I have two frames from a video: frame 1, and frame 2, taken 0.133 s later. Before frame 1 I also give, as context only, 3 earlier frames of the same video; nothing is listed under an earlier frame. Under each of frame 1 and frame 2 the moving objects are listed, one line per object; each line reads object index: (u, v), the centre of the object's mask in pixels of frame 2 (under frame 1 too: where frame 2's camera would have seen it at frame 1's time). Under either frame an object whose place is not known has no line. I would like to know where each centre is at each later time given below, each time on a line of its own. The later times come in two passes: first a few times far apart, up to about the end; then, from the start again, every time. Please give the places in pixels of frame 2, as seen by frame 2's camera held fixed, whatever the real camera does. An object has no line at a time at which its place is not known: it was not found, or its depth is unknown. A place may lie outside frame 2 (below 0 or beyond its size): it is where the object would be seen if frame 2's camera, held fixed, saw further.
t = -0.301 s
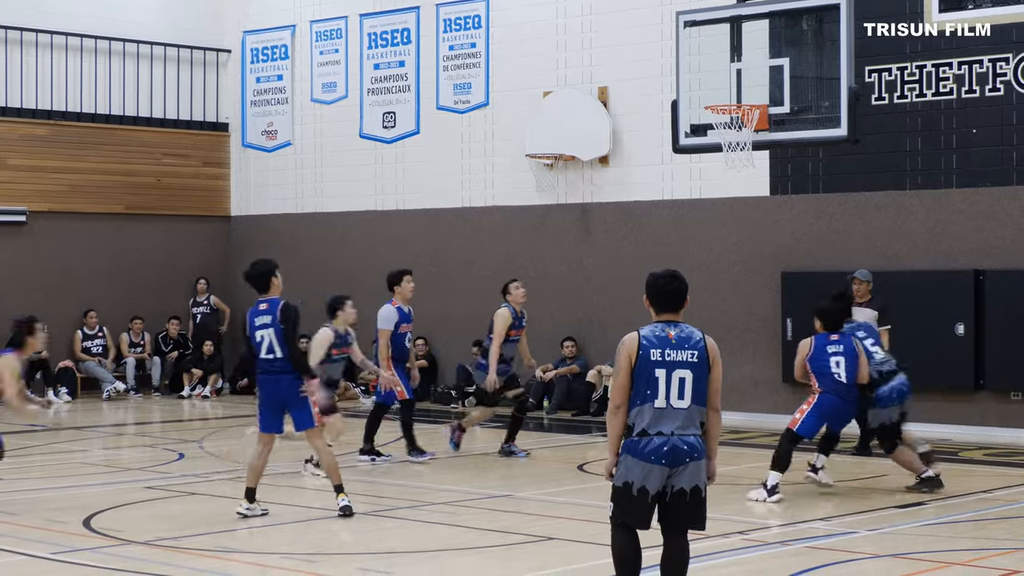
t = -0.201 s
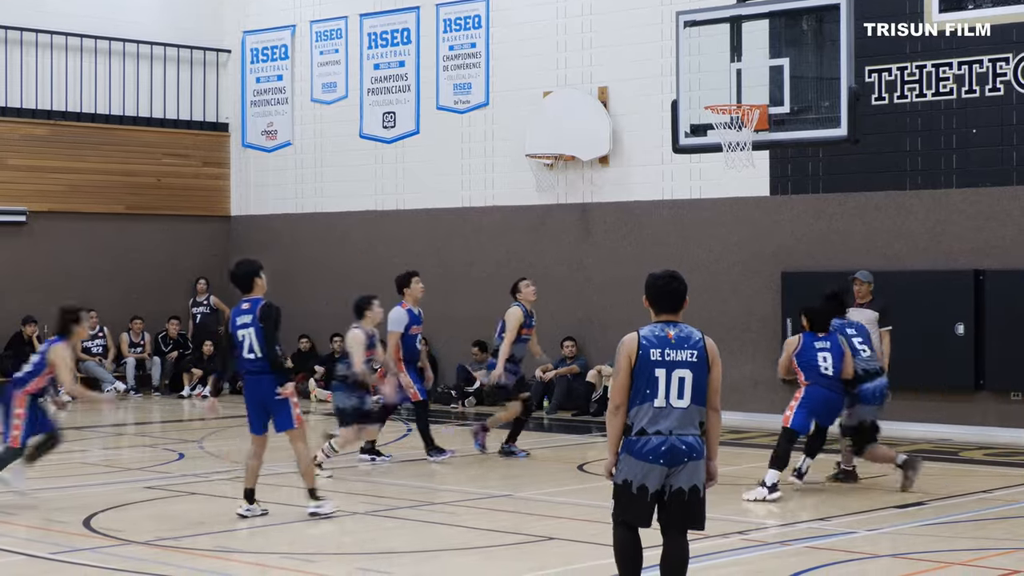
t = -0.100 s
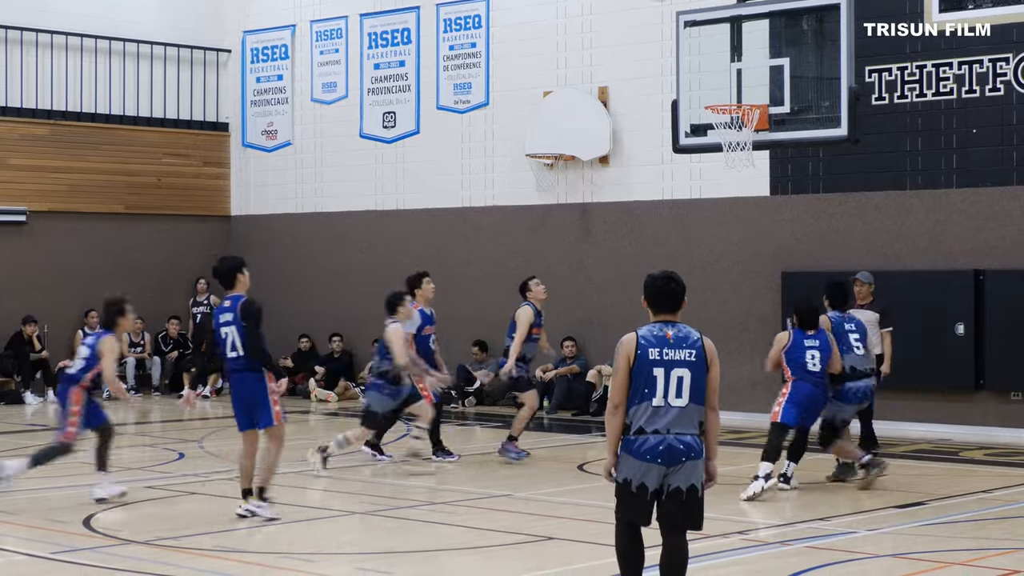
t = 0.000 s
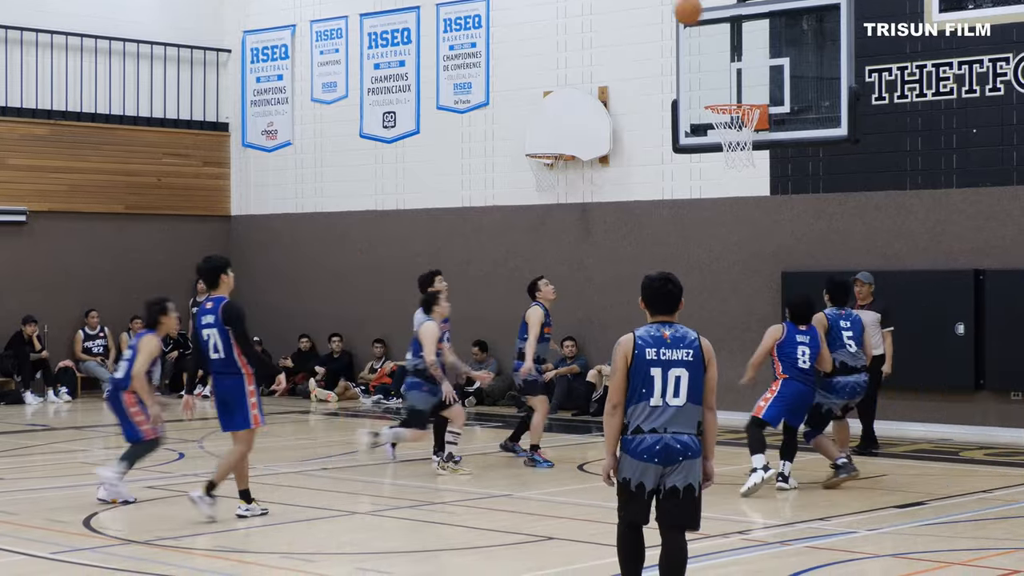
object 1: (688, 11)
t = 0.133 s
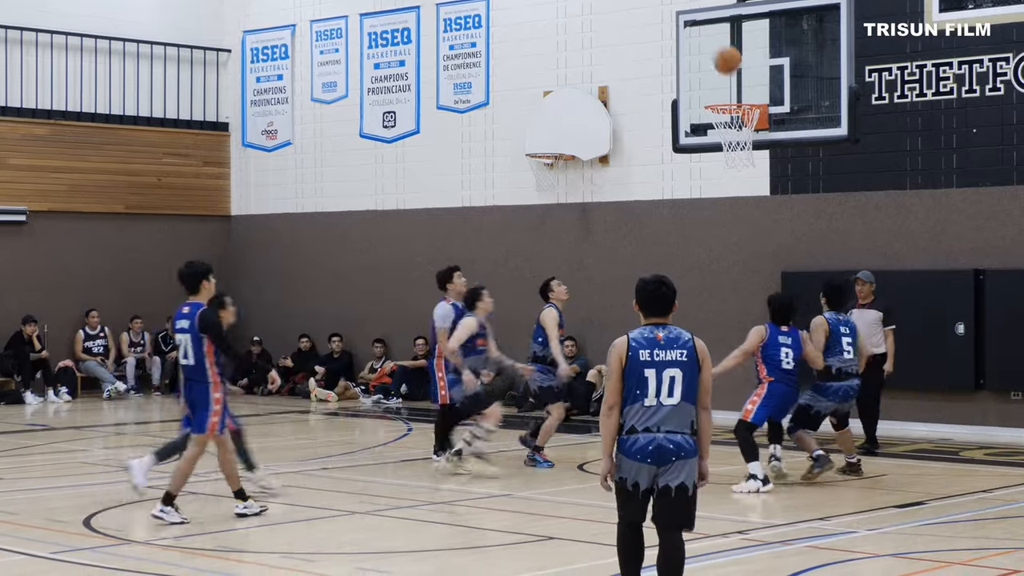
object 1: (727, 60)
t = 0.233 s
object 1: (741, 93)
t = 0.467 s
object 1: (627, 61)
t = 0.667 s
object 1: (529, 83)
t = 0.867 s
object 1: (431, 154)
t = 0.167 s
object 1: (736, 76)
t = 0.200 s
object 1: (746, 92)
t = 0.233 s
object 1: (741, 93)
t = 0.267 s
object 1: (724, 86)
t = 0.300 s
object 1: (707, 78)
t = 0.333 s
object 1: (692, 72)
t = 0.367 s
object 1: (676, 67)
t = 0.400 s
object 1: (660, 64)
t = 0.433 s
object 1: (644, 63)
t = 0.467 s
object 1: (627, 61)
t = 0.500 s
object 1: (611, 62)
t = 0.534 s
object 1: (595, 64)
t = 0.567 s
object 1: (579, 66)
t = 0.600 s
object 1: (562, 71)
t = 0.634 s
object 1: (546, 76)
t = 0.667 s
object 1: (529, 83)
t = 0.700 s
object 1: (513, 91)
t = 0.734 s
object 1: (497, 101)
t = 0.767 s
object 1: (480, 112)
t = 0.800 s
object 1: (463, 125)
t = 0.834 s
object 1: (447, 139)
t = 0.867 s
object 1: (431, 154)
